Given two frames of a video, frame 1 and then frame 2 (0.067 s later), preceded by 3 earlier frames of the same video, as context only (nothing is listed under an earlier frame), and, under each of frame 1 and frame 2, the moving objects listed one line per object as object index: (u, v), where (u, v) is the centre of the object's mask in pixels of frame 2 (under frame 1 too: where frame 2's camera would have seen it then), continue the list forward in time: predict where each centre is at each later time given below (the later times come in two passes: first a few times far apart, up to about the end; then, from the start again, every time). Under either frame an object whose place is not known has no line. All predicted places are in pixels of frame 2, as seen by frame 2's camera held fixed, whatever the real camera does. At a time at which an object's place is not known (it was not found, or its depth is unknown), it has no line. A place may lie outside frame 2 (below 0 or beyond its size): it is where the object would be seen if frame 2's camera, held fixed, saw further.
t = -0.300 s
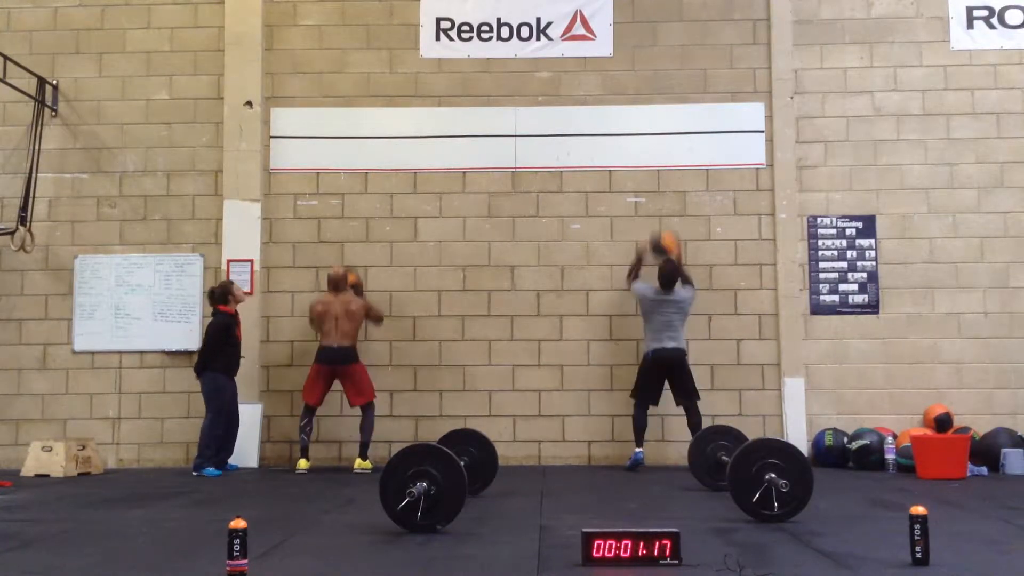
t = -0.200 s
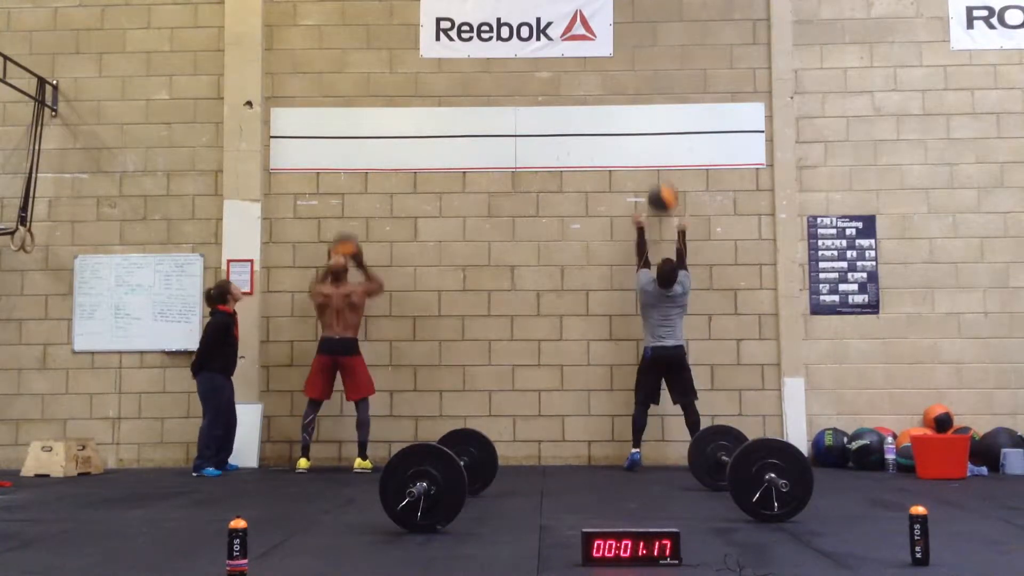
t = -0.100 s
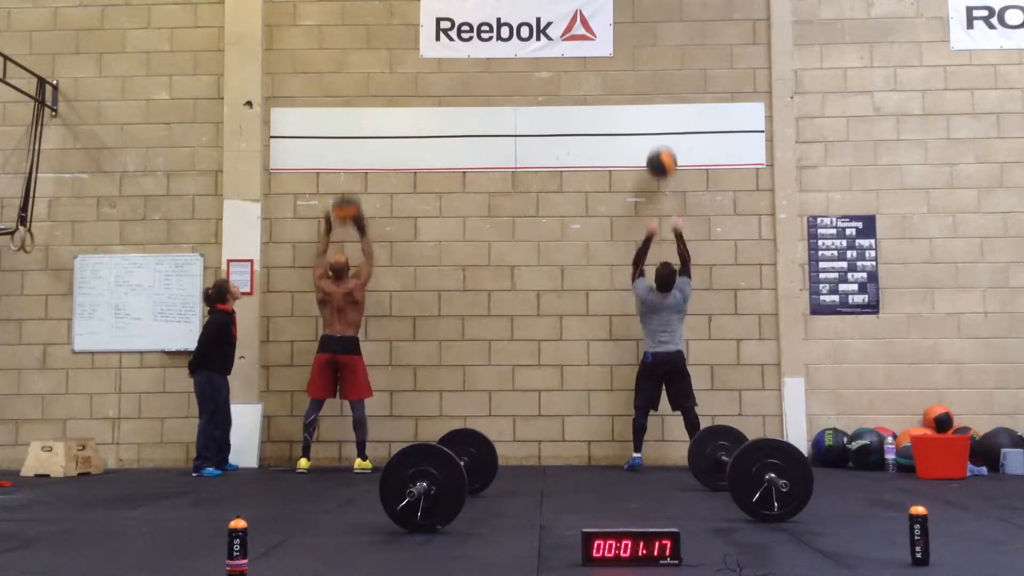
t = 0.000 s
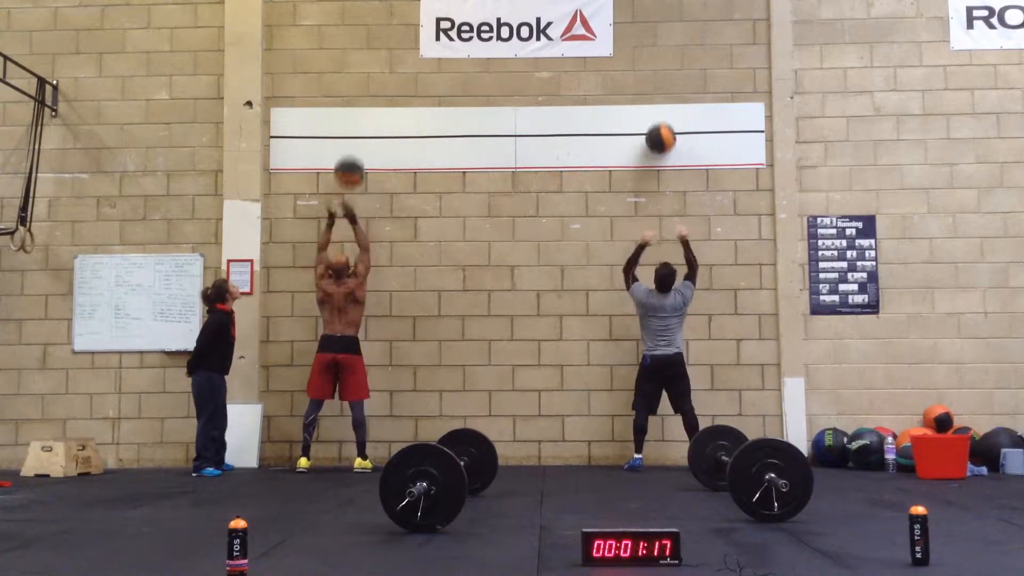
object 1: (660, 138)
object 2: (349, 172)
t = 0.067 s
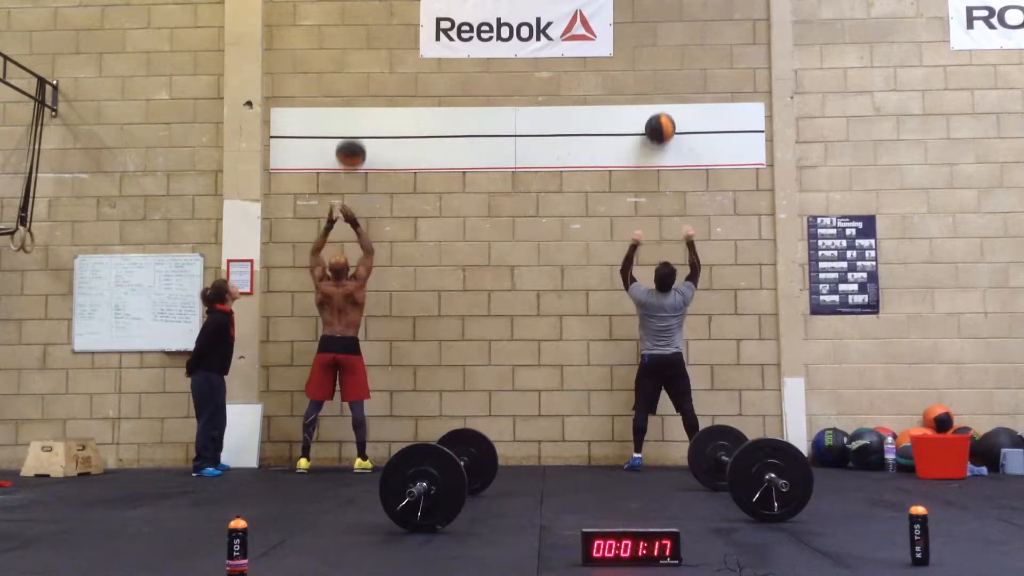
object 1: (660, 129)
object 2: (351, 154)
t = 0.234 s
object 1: (661, 128)
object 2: (355, 128)
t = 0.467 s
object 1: (664, 179)
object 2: (357, 139)
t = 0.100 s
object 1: (660, 126)
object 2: (352, 146)
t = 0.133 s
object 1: (660, 125)
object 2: (352, 139)
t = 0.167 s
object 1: (661, 124)
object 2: (353, 134)
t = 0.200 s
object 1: (661, 125)
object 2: (354, 131)
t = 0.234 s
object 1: (661, 128)
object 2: (355, 128)
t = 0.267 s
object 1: (662, 131)
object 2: (356, 126)
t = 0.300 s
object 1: (662, 136)
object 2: (356, 126)
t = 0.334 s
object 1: (662, 142)
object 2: (356, 126)
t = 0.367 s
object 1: (663, 149)
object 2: (356, 128)
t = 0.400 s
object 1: (663, 157)
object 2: (357, 130)
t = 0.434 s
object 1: (663, 167)
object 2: (357, 134)
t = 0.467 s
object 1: (664, 179)
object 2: (357, 139)
